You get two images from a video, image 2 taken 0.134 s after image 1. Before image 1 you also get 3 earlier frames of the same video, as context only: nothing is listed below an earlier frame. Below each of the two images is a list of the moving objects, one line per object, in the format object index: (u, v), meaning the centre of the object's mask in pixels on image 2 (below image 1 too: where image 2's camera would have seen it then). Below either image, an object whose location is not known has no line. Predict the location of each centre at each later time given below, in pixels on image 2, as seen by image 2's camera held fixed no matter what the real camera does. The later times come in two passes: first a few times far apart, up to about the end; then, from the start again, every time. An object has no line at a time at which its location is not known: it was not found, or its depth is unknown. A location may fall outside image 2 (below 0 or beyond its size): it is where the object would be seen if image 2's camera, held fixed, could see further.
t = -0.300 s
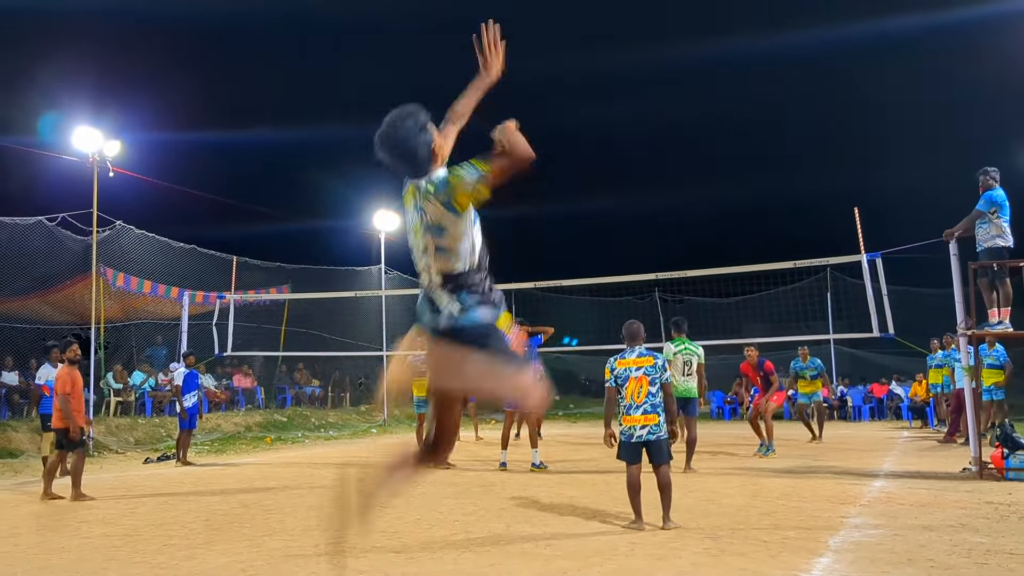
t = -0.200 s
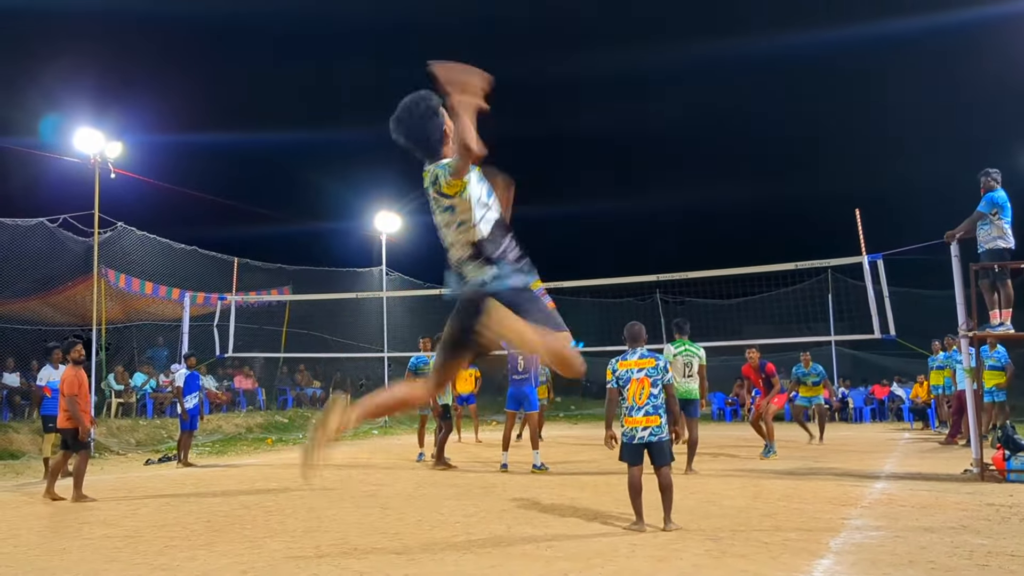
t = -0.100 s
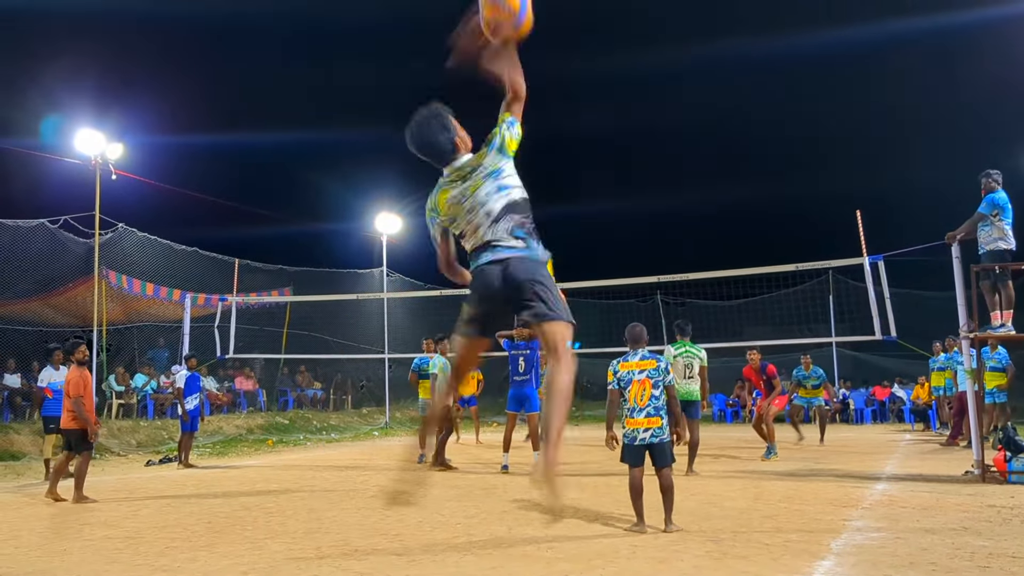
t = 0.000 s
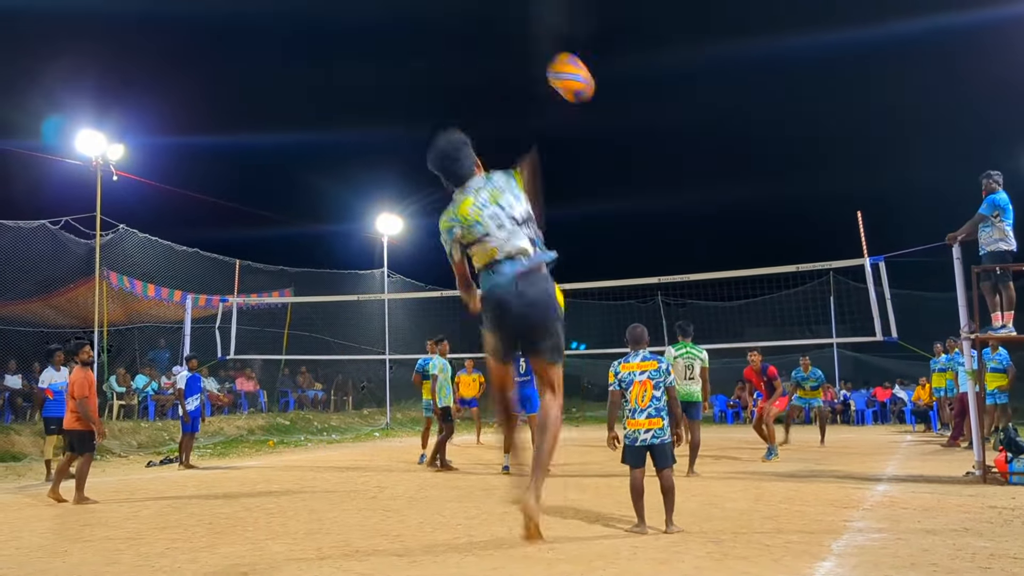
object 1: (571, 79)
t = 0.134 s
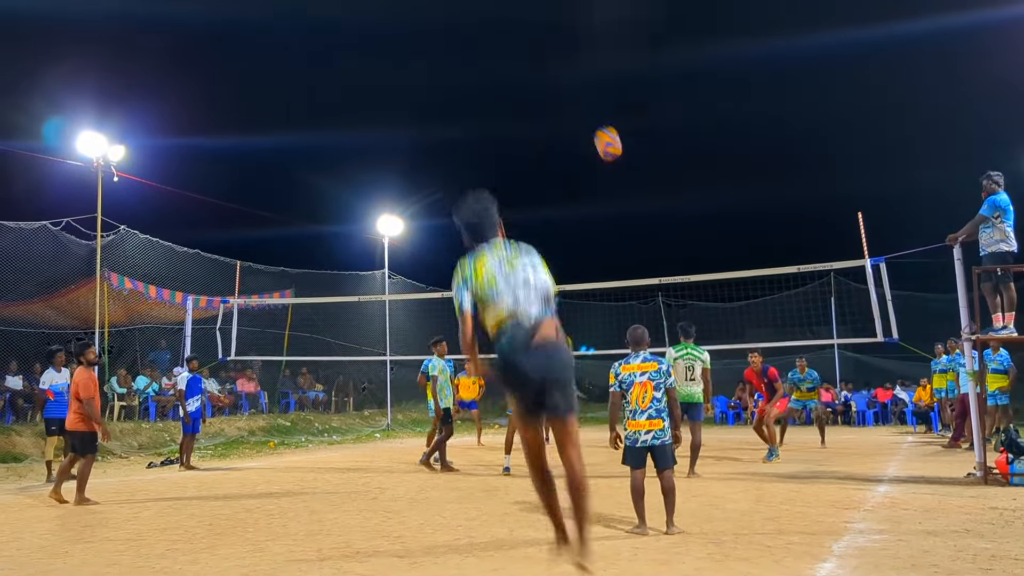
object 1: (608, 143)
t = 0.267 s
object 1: (623, 198)
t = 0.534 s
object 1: (630, 297)
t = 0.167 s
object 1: (613, 157)
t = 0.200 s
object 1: (617, 171)
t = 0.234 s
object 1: (620, 185)
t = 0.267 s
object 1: (623, 198)
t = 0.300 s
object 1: (624, 211)
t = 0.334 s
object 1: (626, 224)
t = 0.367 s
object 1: (627, 236)
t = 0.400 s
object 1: (629, 248)
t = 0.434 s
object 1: (629, 261)
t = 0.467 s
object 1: (629, 271)
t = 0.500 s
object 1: (629, 286)
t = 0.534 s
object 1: (630, 297)
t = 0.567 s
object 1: (630, 309)
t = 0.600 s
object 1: (629, 319)
